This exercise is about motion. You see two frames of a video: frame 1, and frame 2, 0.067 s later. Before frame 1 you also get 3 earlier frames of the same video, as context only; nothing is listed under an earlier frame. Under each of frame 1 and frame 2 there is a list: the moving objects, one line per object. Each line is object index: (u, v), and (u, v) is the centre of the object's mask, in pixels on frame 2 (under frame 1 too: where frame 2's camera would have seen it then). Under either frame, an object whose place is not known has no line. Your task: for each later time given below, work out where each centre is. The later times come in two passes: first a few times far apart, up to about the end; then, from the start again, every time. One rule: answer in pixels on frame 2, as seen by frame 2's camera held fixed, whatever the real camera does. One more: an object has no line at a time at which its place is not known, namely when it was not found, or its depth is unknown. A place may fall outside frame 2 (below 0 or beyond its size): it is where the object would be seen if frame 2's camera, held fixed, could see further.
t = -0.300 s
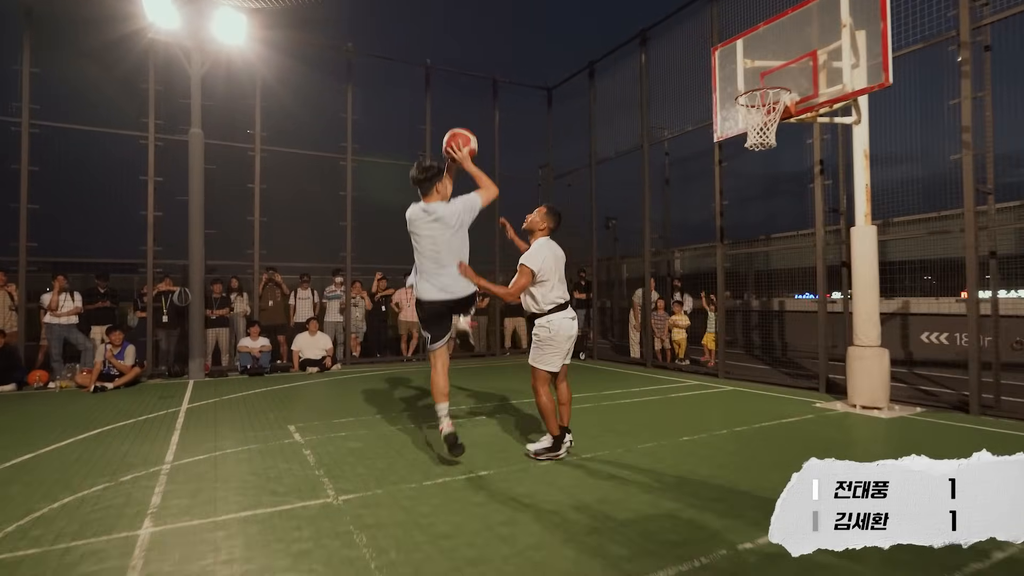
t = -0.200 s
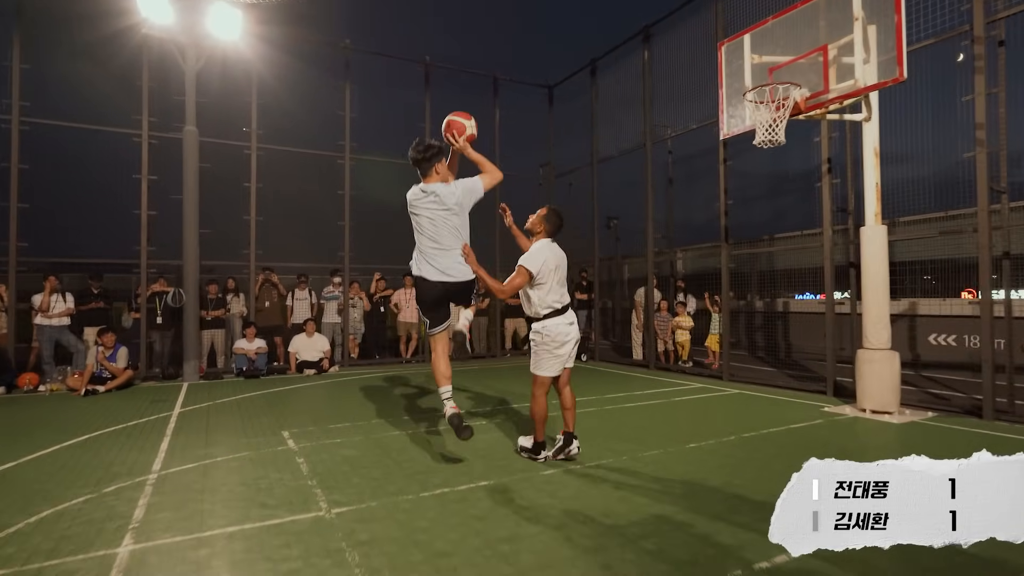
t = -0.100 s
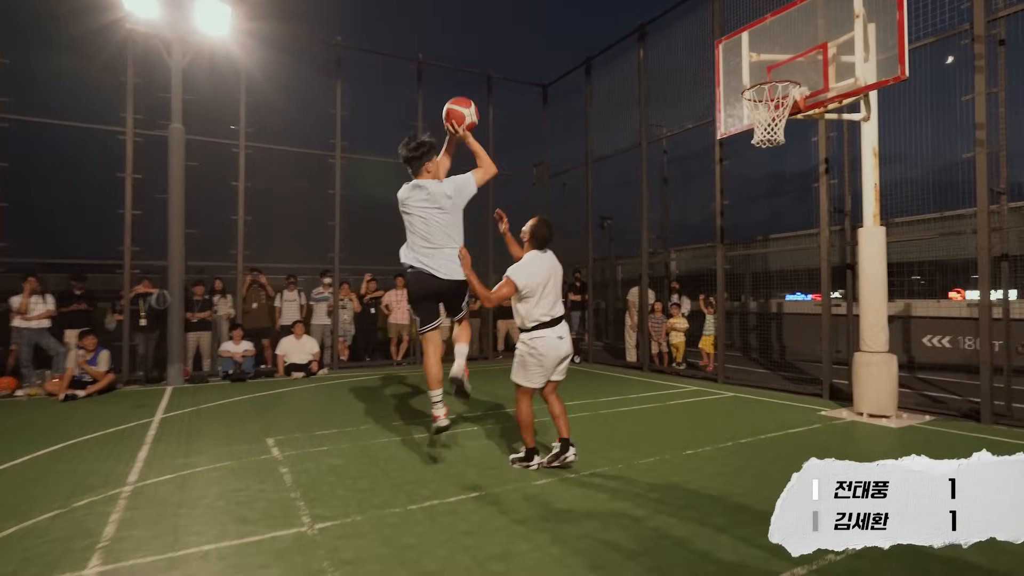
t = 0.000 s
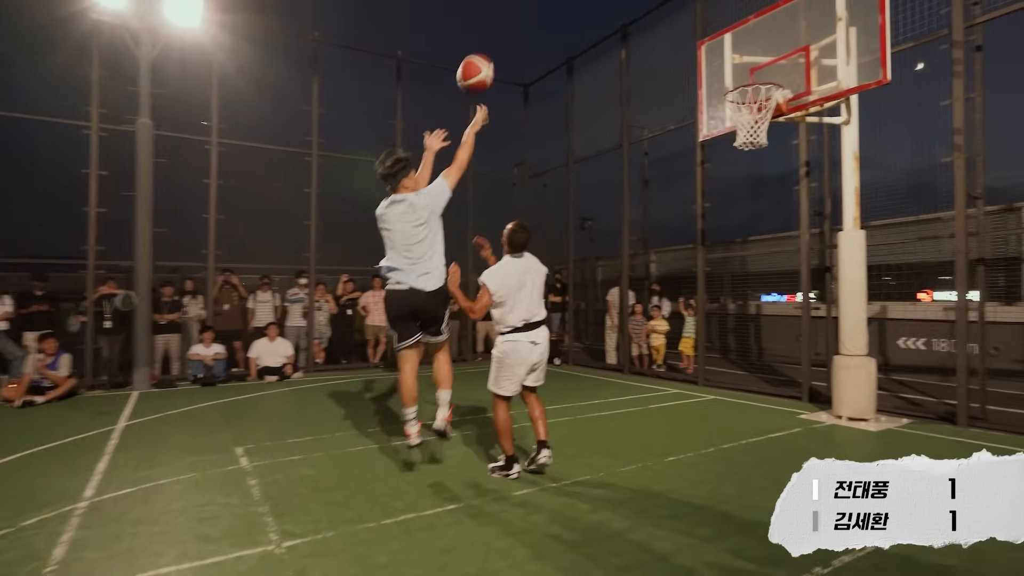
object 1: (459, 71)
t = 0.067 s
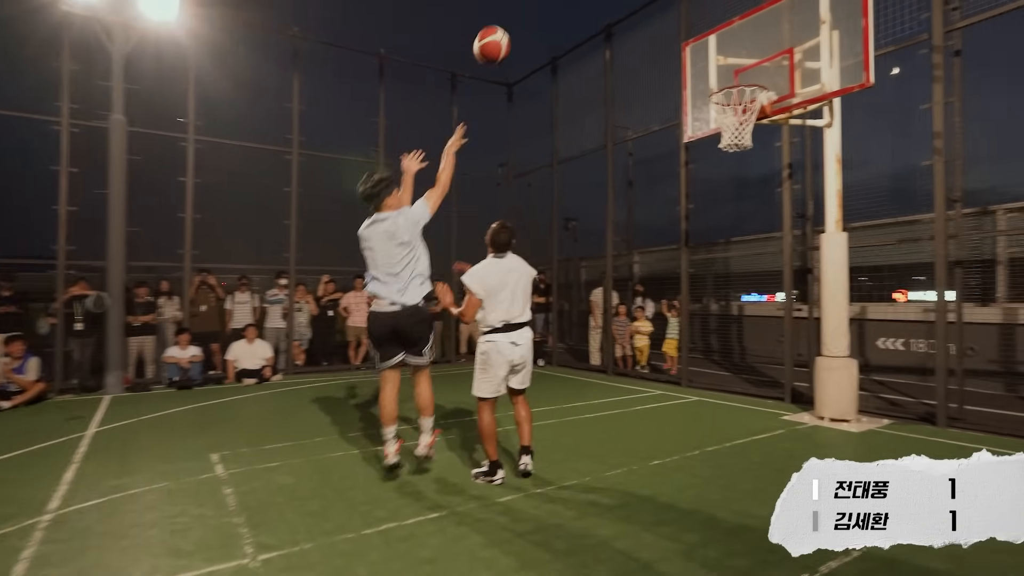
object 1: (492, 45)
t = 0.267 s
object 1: (578, 11)
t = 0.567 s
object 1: (680, 43)
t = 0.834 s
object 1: (735, 90)
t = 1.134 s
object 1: (781, 74)
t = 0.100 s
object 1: (507, 35)
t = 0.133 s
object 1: (522, 25)
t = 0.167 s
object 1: (537, 19)
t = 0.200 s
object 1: (551, 15)
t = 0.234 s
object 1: (565, 13)
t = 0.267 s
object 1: (578, 11)
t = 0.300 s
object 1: (590, 11)
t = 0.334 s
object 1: (602, 10)
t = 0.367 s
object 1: (615, 11)
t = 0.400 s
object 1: (627, 12)
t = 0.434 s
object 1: (639, 14)
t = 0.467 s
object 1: (650, 20)
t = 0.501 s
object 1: (661, 26)
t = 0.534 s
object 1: (672, 33)
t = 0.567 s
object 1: (680, 43)
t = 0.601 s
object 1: (691, 53)
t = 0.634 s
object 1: (702, 64)
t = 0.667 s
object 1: (711, 76)
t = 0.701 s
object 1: (717, 83)
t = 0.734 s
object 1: (722, 82)
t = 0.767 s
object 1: (728, 82)
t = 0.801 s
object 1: (732, 87)
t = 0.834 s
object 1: (735, 90)
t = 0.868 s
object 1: (745, 85)
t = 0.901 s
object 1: (749, 80)
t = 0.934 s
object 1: (755, 79)
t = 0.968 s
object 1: (760, 77)
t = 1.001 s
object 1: (766, 77)
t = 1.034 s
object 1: (769, 76)
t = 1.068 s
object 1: (773, 75)
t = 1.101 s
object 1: (777, 74)
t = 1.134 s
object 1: (781, 74)
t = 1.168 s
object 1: (784, 75)
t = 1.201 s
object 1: (788, 78)
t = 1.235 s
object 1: (793, 84)
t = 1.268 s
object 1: (797, 87)
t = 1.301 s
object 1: (796, 99)
